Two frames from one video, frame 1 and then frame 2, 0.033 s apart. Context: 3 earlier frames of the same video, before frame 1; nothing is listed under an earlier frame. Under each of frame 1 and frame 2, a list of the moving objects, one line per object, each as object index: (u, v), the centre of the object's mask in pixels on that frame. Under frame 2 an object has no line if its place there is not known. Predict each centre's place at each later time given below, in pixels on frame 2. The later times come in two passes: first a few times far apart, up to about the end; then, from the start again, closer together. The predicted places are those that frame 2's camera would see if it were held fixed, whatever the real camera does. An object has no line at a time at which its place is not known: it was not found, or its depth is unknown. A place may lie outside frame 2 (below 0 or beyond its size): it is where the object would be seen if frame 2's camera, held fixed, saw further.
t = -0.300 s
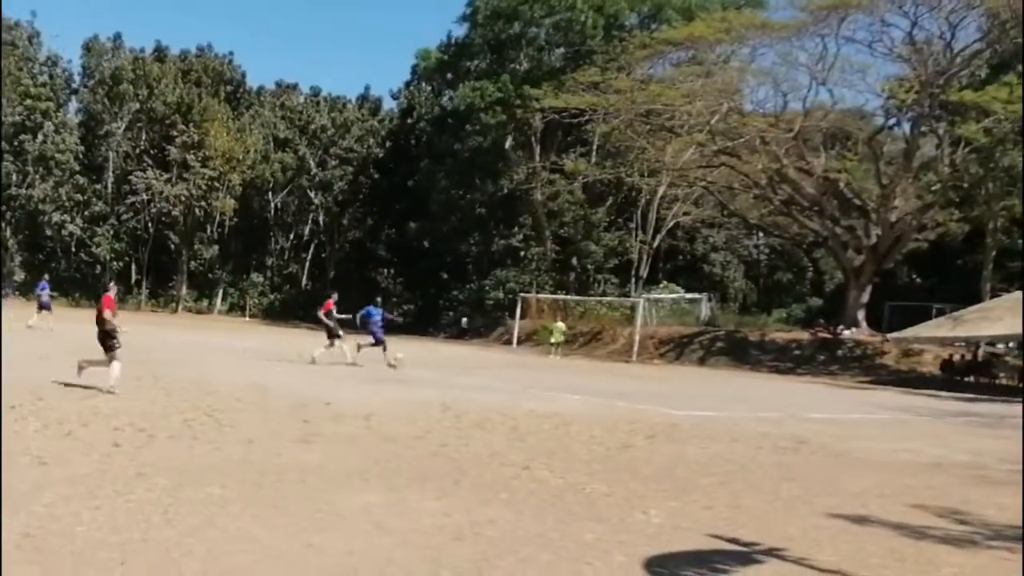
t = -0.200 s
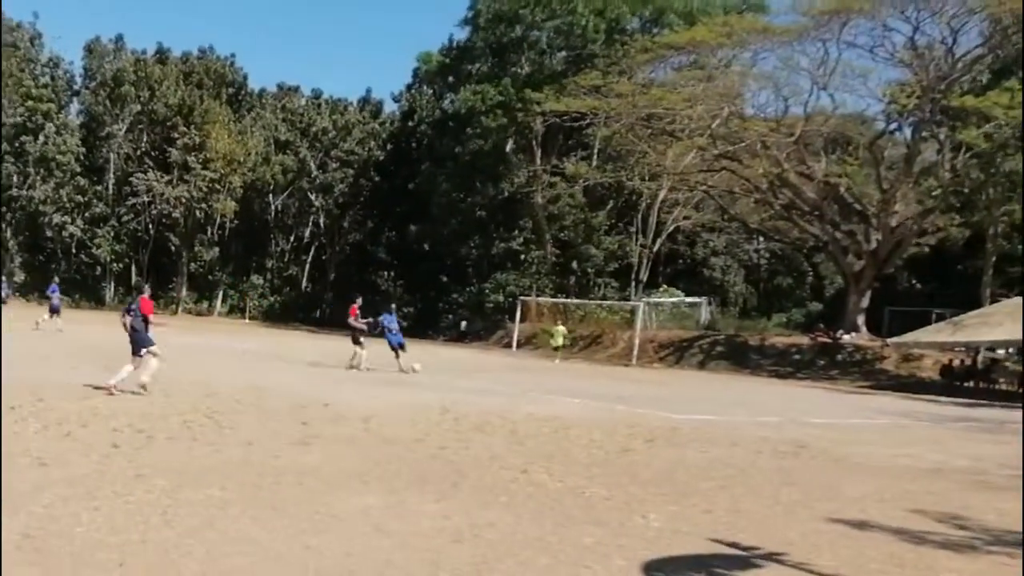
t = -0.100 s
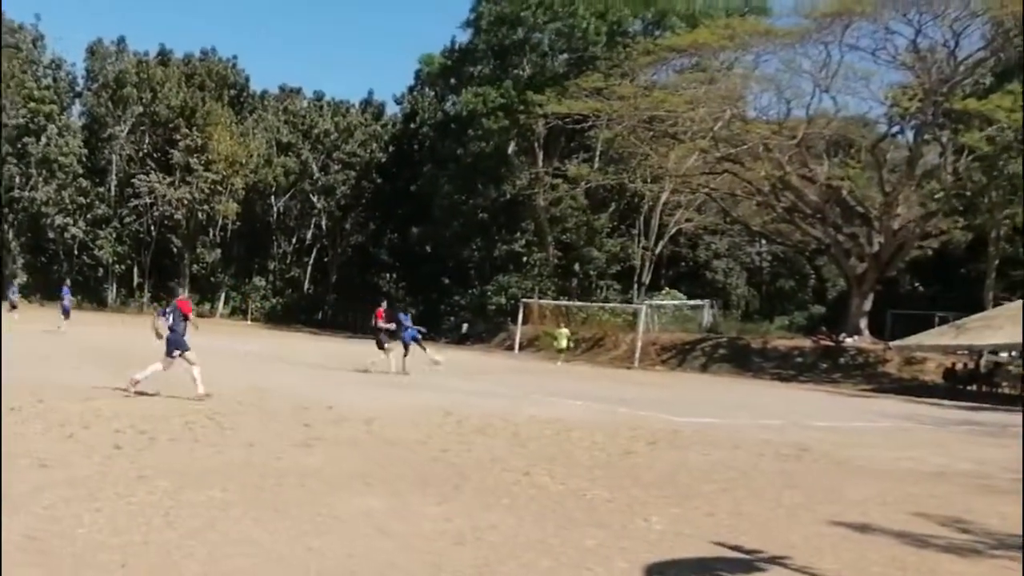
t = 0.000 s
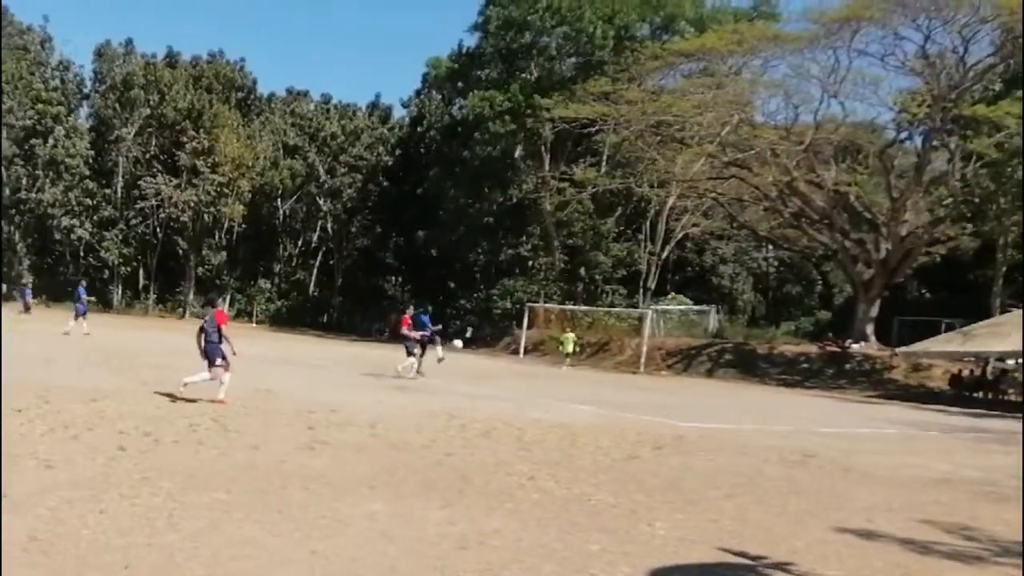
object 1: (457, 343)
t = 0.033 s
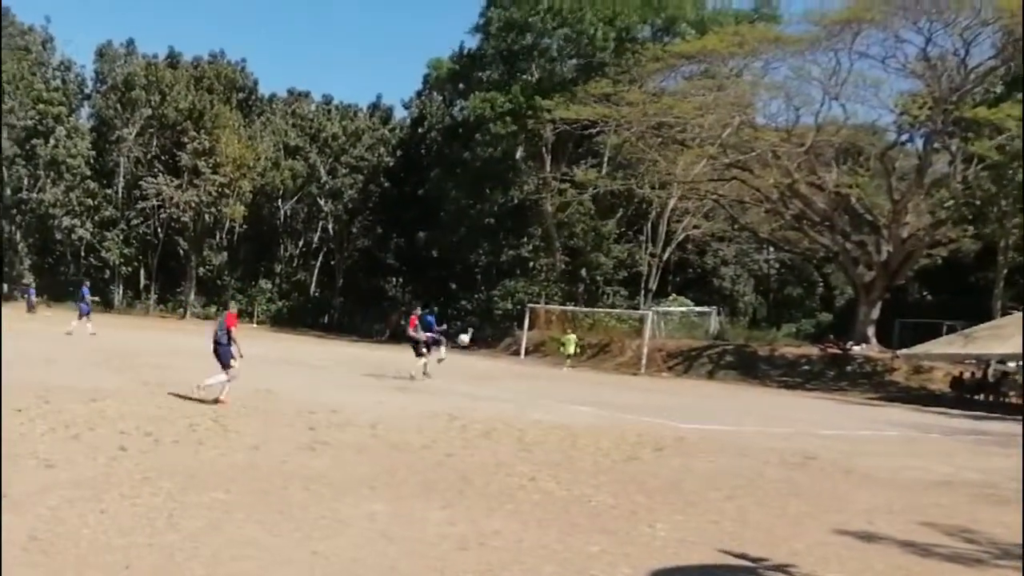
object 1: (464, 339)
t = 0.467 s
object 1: (550, 269)
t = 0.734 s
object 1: (612, 250)
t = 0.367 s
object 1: (527, 284)
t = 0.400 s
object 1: (535, 279)
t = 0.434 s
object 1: (541, 274)
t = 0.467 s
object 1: (550, 269)
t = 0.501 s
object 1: (557, 266)
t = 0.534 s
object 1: (564, 261)
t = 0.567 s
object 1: (572, 258)
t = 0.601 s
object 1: (580, 254)
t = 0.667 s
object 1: (595, 251)
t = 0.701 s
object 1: (603, 251)
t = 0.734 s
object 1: (612, 250)
